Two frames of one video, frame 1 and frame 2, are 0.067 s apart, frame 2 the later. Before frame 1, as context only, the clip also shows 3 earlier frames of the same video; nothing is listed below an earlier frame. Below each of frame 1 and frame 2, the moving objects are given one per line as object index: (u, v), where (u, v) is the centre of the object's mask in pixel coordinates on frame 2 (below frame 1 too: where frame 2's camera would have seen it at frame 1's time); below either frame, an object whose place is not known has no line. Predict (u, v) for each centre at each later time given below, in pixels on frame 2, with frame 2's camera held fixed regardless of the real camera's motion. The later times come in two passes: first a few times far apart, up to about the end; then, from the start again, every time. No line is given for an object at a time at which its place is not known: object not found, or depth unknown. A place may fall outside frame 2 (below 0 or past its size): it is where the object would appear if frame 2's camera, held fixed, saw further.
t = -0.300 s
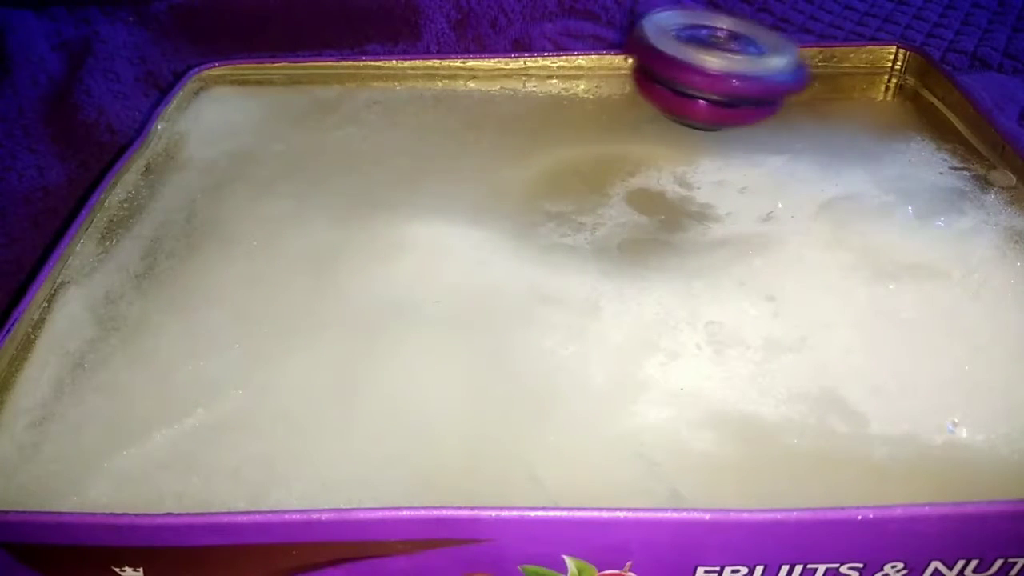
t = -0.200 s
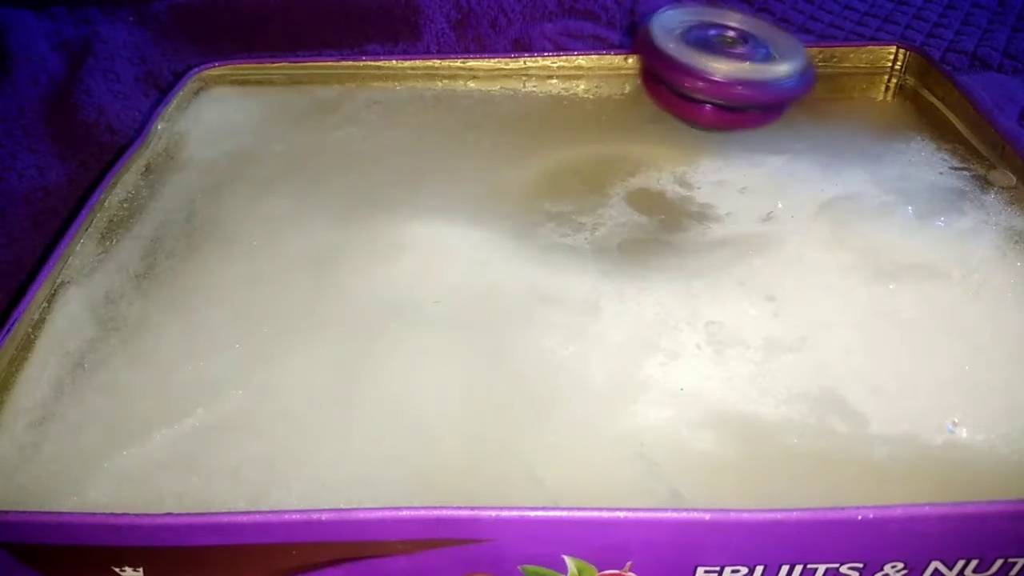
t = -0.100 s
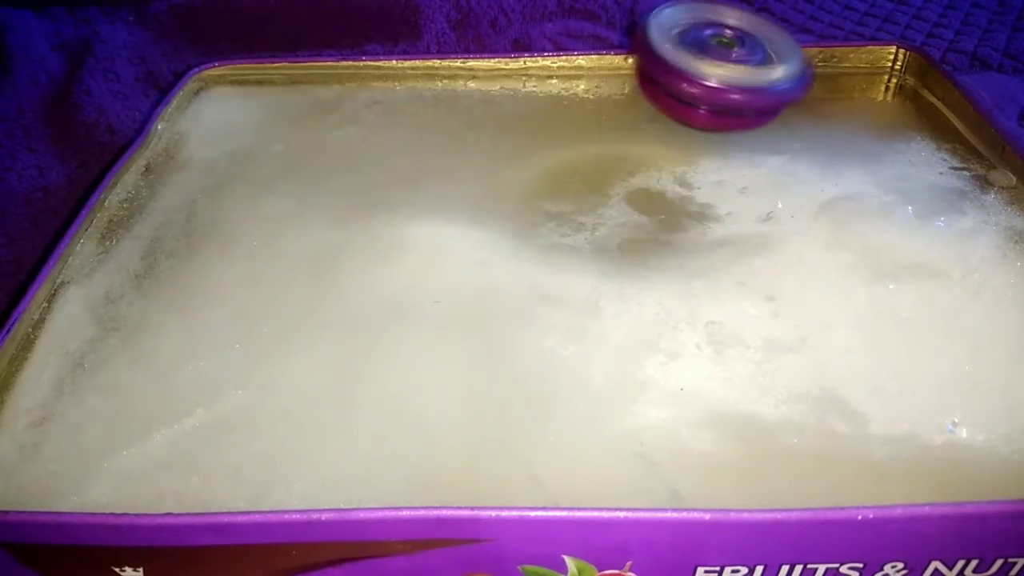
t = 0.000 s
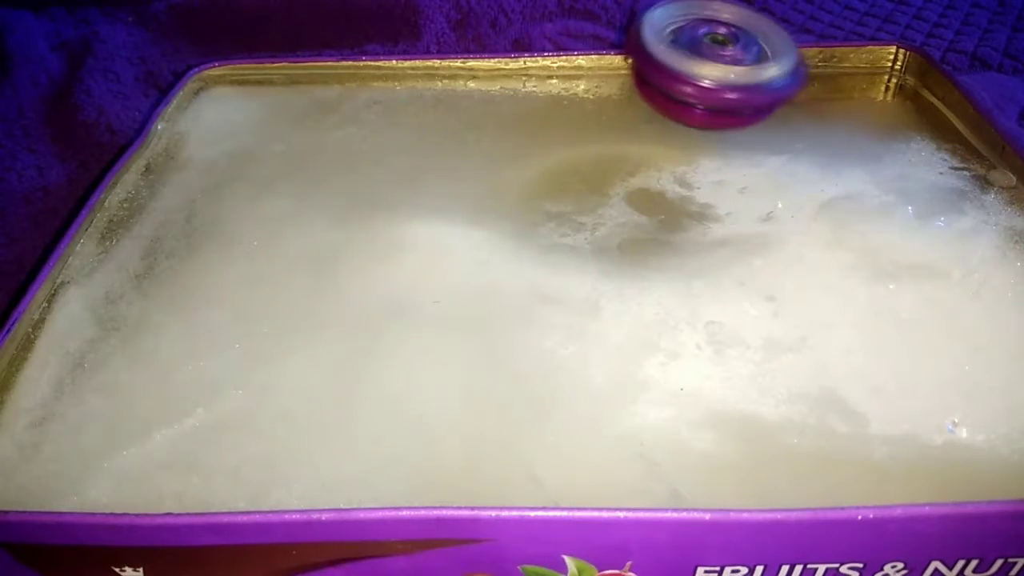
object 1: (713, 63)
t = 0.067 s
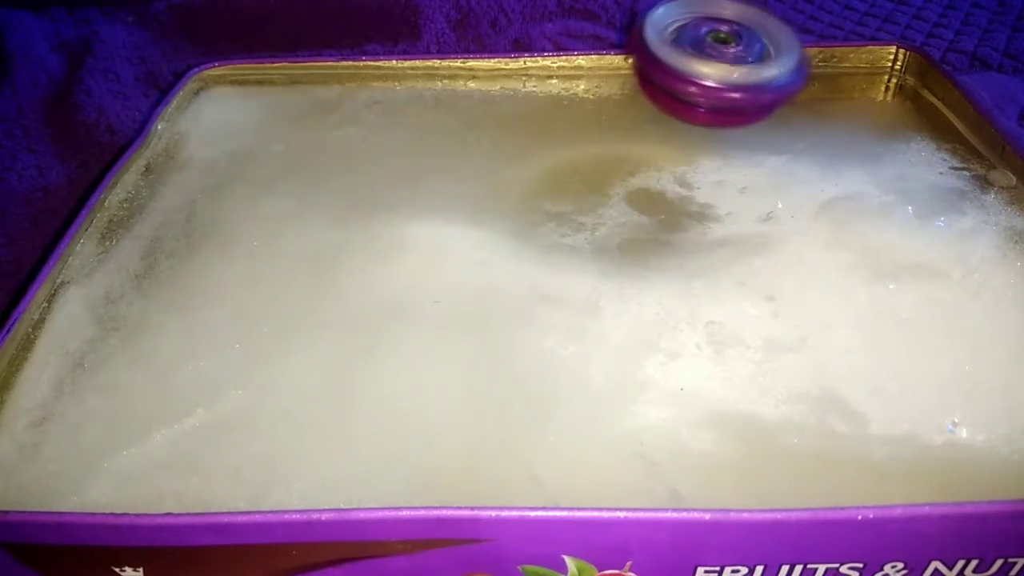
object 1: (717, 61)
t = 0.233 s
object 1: (733, 54)
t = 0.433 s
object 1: (749, 53)
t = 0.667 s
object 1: (754, 51)
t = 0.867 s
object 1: (741, 52)
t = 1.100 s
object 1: (694, 62)
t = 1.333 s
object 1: (685, 73)
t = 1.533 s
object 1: (687, 74)
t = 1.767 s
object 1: (705, 67)
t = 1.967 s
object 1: (735, 55)
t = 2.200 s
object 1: (766, 52)
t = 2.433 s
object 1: (784, 59)
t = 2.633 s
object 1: (735, 71)
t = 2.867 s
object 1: (669, 79)
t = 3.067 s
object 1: (641, 76)
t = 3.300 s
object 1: (641, 60)
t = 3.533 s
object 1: (692, 54)
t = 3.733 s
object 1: (746, 53)
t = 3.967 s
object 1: (778, 51)
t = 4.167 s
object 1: (773, 50)
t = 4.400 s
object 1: (712, 56)
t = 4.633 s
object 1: (664, 53)
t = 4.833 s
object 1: (650, 52)
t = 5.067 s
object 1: (670, 53)
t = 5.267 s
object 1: (710, 59)
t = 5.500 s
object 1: (737, 60)
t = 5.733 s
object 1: (726, 64)
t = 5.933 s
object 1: (699, 64)
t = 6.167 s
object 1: (704, 66)
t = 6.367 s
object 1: (715, 61)
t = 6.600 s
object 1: (733, 52)
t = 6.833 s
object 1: (742, 52)
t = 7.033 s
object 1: (730, 52)
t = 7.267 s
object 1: (710, 57)
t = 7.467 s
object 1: (711, 62)
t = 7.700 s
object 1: (720, 56)
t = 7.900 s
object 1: (735, 51)
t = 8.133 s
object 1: (744, 51)
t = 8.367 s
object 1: (722, 51)
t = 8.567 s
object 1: (705, 58)
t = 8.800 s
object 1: (713, 63)
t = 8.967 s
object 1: (721, 56)
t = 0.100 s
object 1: (720, 60)
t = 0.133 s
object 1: (723, 59)
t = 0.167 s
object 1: (728, 57)
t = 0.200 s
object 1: (730, 56)
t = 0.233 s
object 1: (733, 54)
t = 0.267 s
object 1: (735, 53)
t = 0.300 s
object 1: (738, 52)
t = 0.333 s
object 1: (741, 52)
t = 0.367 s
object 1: (745, 53)
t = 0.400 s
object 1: (746, 53)
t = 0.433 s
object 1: (749, 53)
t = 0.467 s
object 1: (751, 52)
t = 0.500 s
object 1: (753, 51)
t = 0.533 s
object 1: (755, 51)
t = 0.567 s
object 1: (756, 52)
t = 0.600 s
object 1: (756, 51)
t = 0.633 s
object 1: (755, 51)
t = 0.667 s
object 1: (754, 51)
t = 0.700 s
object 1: (752, 51)
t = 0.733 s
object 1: (751, 52)
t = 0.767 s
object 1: (750, 52)
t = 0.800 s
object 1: (749, 52)
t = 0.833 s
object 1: (745, 52)
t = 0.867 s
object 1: (741, 52)
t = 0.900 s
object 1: (735, 51)
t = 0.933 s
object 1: (729, 53)
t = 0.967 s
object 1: (721, 56)
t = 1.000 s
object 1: (713, 56)
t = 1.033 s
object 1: (705, 58)
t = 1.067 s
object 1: (698, 60)
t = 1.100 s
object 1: (694, 62)
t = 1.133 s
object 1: (692, 63)
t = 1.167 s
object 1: (692, 66)
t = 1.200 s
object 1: (691, 68)
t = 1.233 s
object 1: (689, 69)
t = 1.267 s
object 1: (687, 69)
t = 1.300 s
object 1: (687, 71)
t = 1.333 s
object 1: (685, 73)
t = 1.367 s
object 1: (685, 74)
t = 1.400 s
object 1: (685, 74)
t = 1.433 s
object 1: (685, 74)
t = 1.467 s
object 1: (685, 75)
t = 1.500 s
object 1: (685, 73)
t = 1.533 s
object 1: (687, 74)
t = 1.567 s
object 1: (689, 74)
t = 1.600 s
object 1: (690, 74)
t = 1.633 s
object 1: (691, 72)
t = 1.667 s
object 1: (694, 71)
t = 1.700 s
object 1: (697, 70)
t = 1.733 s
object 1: (700, 68)
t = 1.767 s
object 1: (705, 67)
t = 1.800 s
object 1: (713, 65)
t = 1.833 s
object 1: (720, 64)
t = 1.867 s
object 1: (726, 62)
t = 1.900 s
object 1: (730, 60)
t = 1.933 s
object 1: (733, 58)
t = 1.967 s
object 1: (735, 55)
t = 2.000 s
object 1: (737, 53)
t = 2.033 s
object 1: (744, 53)
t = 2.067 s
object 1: (750, 53)
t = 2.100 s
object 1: (756, 54)
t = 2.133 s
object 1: (762, 55)
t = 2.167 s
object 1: (765, 53)
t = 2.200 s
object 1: (766, 52)
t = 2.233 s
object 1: (769, 52)
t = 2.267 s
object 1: (774, 53)
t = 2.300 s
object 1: (778, 55)
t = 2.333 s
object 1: (782, 56)
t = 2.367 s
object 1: (784, 57)
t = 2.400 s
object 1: (784, 59)
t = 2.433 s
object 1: (784, 59)
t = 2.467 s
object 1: (780, 62)
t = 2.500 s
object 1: (774, 63)
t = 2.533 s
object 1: (768, 65)
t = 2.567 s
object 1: (758, 67)
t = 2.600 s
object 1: (747, 69)
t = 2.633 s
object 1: (735, 71)
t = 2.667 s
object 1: (724, 73)
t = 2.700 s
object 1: (711, 74)
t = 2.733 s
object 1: (701, 75)
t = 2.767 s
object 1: (690, 76)
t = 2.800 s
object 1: (682, 77)
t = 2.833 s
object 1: (676, 78)
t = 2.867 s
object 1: (669, 79)
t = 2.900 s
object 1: (665, 79)
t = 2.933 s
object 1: (661, 80)
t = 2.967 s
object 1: (654, 80)
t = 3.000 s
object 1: (649, 79)
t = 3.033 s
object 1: (645, 79)
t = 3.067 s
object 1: (641, 76)
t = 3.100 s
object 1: (640, 74)
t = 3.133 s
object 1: (637, 72)
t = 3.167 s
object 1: (635, 68)
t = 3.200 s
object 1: (635, 66)
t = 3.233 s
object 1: (635, 63)
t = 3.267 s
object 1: (638, 61)
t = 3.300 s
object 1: (641, 60)
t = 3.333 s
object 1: (646, 59)
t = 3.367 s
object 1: (652, 59)
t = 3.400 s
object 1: (658, 57)
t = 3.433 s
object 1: (664, 56)
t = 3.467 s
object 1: (672, 55)
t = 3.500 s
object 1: (681, 54)
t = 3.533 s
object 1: (692, 54)
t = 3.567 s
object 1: (700, 52)
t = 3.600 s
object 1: (710, 53)
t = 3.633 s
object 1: (722, 53)
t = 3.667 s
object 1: (730, 54)
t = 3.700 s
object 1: (739, 55)
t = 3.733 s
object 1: (746, 53)
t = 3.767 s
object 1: (754, 53)
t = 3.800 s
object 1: (760, 52)
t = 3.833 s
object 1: (763, 51)
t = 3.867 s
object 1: (768, 52)
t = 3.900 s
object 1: (772, 52)
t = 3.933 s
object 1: (775, 52)
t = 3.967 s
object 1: (778, 51)
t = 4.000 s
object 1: (779, 51)
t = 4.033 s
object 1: (781, 50)
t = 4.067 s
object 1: (780, 50)
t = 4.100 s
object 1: (780, 50)
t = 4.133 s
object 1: (778, 50)
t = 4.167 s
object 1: (773, 50)
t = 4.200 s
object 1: (768, 50)
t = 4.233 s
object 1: (760, 50)
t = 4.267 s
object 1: (754, 52)
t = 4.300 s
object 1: (745, 54)
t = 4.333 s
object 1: (734, 55)
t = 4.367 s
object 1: (724, 56)
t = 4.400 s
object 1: (712, 56)
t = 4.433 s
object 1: (702, 55)
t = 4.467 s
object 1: (693, 54)
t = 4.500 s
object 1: (688, 54)
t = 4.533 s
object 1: (682, 54)
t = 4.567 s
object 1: (677, 55)
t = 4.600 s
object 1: (670, 54)
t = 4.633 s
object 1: (664, 53)
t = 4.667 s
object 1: (660, 53)
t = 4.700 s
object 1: (654, 52)
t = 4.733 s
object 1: (653, 53)
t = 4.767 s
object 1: (650, 52)
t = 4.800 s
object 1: (651, 52)
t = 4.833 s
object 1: (650, 52)
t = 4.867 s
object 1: (652, 53)
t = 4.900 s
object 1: (653, 52)
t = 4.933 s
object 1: (654, 53)
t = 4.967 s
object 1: (655, 52)
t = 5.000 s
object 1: (659, 52)
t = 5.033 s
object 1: (664, 52)
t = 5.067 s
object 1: (670, 53)
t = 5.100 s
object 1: (677, 54)
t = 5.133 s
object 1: (683, 54)
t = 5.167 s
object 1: (690, 55)
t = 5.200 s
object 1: (696, 56)
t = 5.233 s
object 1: (704, 57)
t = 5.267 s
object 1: (710, 59)
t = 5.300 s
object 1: (717, 60)
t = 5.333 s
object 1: (722, 60)
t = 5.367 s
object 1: (726, 60)
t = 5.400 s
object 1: (728, 60)
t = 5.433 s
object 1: (733, 60)
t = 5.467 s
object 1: (735, 60)
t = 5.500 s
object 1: (737, 60)
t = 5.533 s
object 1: (738, 61)
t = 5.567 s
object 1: (738, 62)
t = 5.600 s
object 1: (736, 62)
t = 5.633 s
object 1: (733, 63)
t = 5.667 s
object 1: (732, 63)
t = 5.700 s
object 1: (729, 64)
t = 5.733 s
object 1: (726, 64)
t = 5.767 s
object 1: (721, 64)
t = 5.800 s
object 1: (717, 64)
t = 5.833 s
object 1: (711, 64)
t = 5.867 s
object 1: (706, 64)
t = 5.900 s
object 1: (700, 64)
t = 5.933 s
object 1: (699, 64)
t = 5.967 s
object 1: (696, 65)
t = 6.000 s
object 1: (697, 66)
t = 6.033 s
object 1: (698, 66)
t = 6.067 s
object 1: (699, 66)
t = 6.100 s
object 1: (699, 66)
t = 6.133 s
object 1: (702, 66)
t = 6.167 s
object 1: (704, 66)
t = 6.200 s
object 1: (707, 66)
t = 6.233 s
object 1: (708, 64)
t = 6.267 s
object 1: (710, 64)
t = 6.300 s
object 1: (710, 63)
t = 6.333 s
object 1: (714, 62)
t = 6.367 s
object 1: (715, 61)
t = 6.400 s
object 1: (717, 60)
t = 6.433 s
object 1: (717, 58)
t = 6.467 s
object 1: (722, 57)
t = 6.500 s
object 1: (723, 56)
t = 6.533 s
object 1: (727, 55)
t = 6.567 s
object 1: (729, 53)
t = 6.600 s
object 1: (733, 52)
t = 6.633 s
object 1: (737, 51)
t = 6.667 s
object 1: (740, 52)
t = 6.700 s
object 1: (740, 53)
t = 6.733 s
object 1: (742, 53)
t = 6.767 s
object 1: (742, 53)
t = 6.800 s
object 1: (744, 53)
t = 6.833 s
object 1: (742, 52)
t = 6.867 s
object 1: (742, 51)
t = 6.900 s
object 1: (740, 51)
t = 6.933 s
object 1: (740, 51)
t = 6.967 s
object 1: (737, 51)
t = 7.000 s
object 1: (734, 51)
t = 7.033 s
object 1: (730, 52)
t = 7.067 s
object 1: (726, 52)
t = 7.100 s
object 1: (721, 51)
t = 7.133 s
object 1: (718, 52)
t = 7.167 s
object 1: (715, 53)
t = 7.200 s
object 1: (713, 54)
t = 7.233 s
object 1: (711, 55)
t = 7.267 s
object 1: (710, 57)
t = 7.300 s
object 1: (709, 58)
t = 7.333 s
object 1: (707, 60)
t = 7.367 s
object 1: (708, 62)
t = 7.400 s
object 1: (709, 63)
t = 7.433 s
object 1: (712, 63)
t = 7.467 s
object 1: (711, 62)
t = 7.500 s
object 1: (712, 61)
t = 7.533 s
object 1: (711, 60)
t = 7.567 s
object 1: (713, 59)
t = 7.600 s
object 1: (714, 59)
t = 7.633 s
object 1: (717, 58)
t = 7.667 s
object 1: (719, 58)
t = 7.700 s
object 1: (720, 56)
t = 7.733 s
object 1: (723, 56)
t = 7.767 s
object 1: (725, 54)
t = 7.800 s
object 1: (729, 54)
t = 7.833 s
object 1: (730, 53)
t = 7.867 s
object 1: (734, 52)
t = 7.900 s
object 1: (735, 51)
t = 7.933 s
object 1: (738, 51)
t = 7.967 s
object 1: (739, 52)
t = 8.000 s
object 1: (742, 52)
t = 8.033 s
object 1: (744, 53)
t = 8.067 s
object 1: (746, 52)
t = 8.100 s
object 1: (746, 52)
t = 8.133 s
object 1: (744, 51)
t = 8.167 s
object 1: (746, 51)
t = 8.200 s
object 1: (743, 51)
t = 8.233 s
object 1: (741, 52)
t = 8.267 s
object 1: (736, 52)
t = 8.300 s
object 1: (733, 52)
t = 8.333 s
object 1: (727, 52)
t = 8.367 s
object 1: (722, 51)
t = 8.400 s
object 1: (716, 52)
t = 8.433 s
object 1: (712, 53)
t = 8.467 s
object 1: (712, 54)
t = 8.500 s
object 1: (707, 55)
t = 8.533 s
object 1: (706, 57)
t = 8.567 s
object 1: (705, 58)
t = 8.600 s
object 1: (704, 60)
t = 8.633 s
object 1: (705, 61)
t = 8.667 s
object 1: (705, 62)
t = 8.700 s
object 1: (707, 64)
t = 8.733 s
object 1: (707, 63)
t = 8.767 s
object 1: (711, 63)
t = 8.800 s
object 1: (713, 63)
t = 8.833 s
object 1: (714, 61)
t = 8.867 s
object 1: (715, 60)
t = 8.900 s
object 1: (715, 58)
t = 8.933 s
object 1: (720, 57)
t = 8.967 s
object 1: (721, 56)
